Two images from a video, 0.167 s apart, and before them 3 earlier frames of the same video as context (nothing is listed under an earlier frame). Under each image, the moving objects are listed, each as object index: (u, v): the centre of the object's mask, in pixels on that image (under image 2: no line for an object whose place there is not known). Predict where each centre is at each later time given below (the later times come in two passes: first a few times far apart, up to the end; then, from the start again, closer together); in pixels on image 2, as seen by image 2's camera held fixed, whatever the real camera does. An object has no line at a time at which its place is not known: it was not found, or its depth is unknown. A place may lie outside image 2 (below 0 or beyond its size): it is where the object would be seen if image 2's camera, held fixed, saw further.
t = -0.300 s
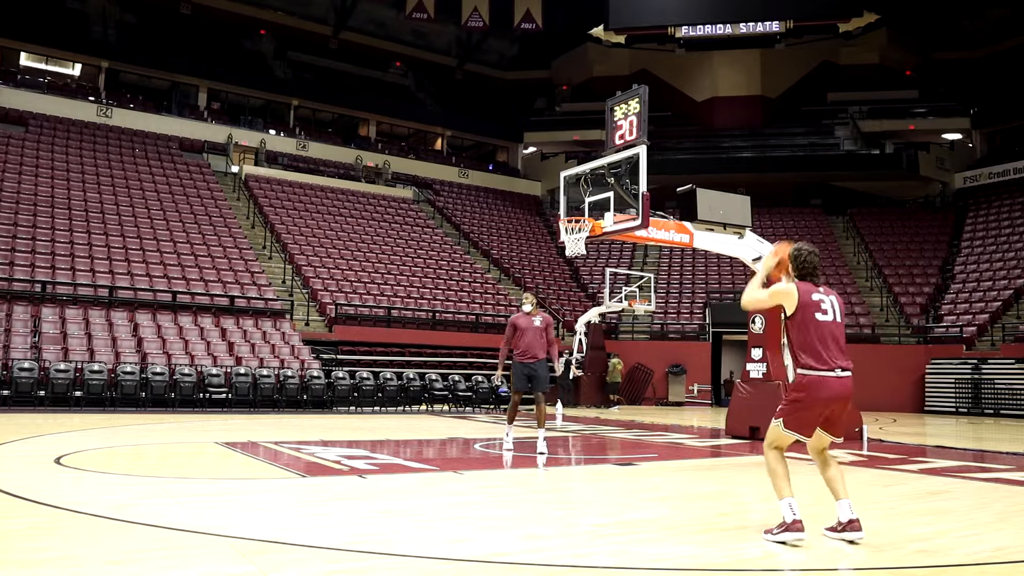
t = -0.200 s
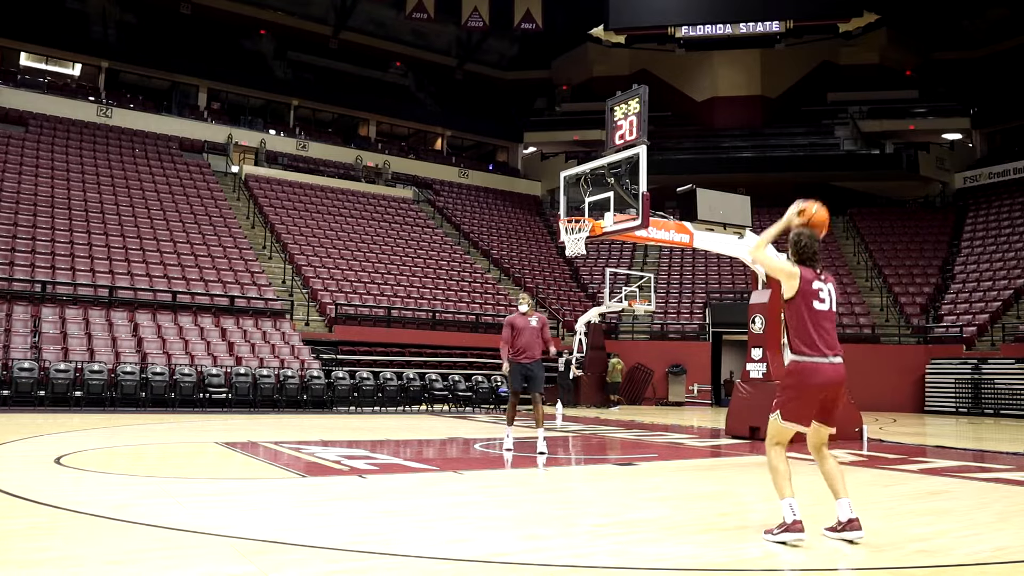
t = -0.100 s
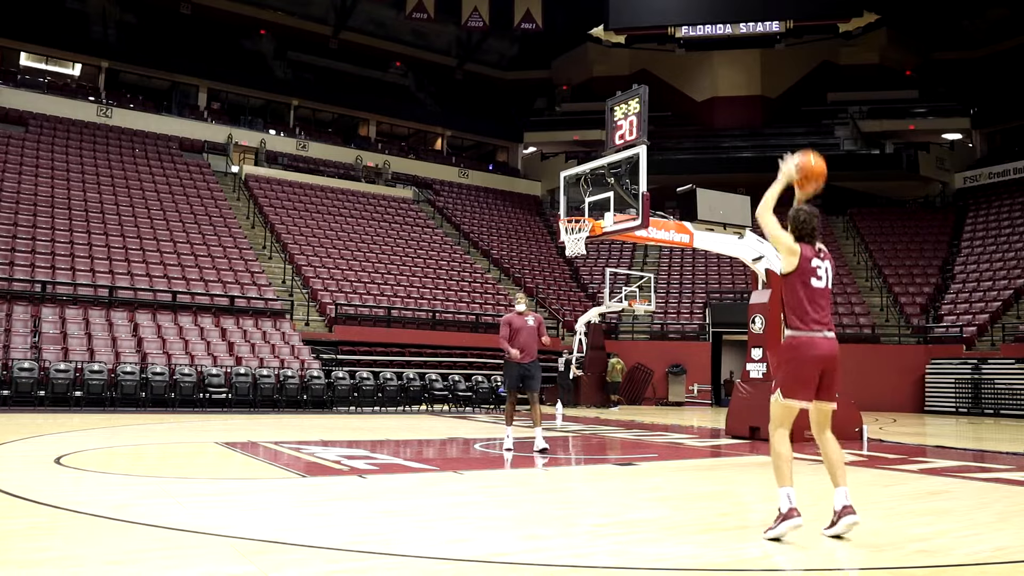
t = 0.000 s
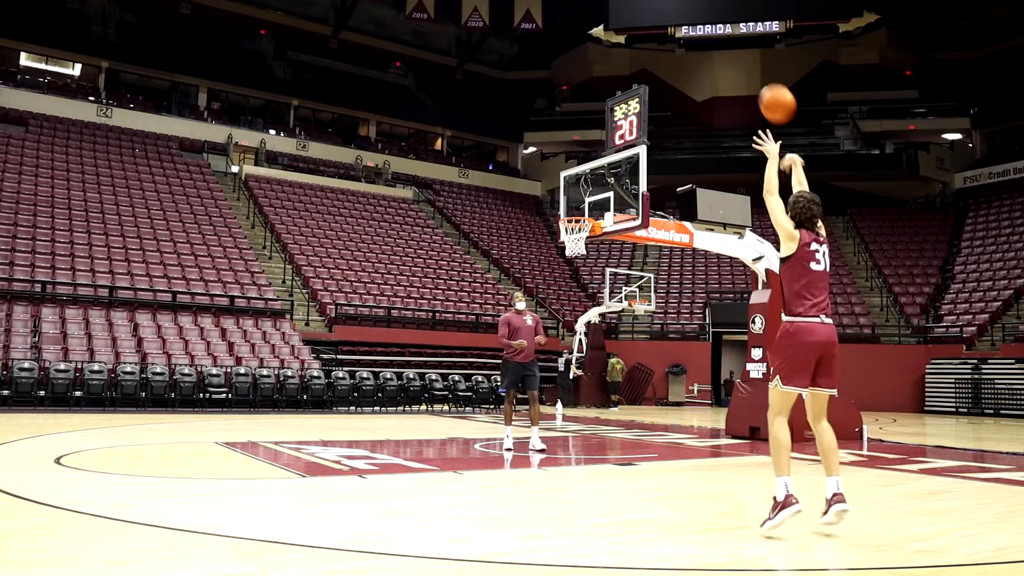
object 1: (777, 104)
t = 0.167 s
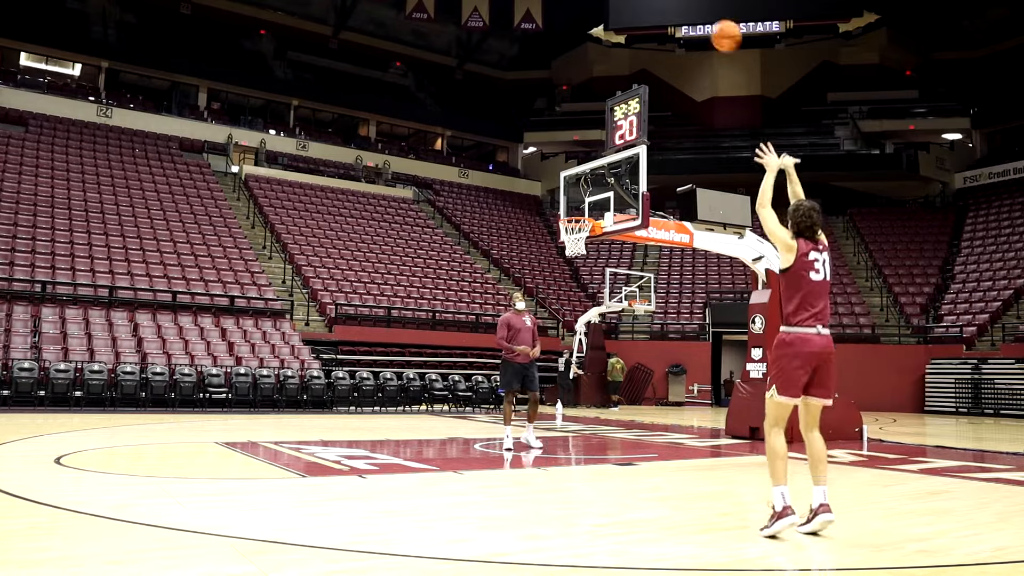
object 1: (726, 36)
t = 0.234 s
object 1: (709, 21)
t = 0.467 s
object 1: (663, 14)
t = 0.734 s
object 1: (624, 60)
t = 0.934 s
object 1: (601, 123)
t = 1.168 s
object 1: (577, 211)
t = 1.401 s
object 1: (582, 207)
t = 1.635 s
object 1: (596, 215)
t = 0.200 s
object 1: (718, 28)
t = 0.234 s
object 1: (709, 21)
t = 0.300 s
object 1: (695, 13)
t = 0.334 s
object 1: (688, 12)
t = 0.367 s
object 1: (681, 12)
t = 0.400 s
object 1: (675, 12)
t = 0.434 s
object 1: (669, 12)
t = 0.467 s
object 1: (663, 14)
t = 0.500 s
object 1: (657, 17)
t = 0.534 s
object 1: (652, 21)
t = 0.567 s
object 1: (647, 26)
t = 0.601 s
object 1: (642, 31)
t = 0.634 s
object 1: (637, 38)
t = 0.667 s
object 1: (633, 45)
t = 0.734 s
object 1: (624, 60)
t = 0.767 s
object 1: (620, 69)
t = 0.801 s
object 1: (616, 79)
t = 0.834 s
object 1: (612, 89)
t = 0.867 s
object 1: (608, 99)
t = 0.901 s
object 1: (604, 111)
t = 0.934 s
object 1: (601, 123)
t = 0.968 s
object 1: (597, 135)
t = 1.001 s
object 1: (594, 148)
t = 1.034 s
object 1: (590, 160)
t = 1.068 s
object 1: (587, 176)
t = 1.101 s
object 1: (583, 190)
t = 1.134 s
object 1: (579, 205)
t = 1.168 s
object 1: (577, 211)
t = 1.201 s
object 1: (576, 213)
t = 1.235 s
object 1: (574, 215)
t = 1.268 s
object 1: (575, 214)
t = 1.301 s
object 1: (577, 212)
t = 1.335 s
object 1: (579, 210)
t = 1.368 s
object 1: (581, 208)
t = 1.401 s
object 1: (582, 207)
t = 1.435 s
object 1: (584, 206)
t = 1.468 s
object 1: (586, 206)
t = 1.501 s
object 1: (589, 206)
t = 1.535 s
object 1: (590, 207)
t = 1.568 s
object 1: (592, 210)
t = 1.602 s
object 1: (594, 212)
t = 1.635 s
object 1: (596, 215)
